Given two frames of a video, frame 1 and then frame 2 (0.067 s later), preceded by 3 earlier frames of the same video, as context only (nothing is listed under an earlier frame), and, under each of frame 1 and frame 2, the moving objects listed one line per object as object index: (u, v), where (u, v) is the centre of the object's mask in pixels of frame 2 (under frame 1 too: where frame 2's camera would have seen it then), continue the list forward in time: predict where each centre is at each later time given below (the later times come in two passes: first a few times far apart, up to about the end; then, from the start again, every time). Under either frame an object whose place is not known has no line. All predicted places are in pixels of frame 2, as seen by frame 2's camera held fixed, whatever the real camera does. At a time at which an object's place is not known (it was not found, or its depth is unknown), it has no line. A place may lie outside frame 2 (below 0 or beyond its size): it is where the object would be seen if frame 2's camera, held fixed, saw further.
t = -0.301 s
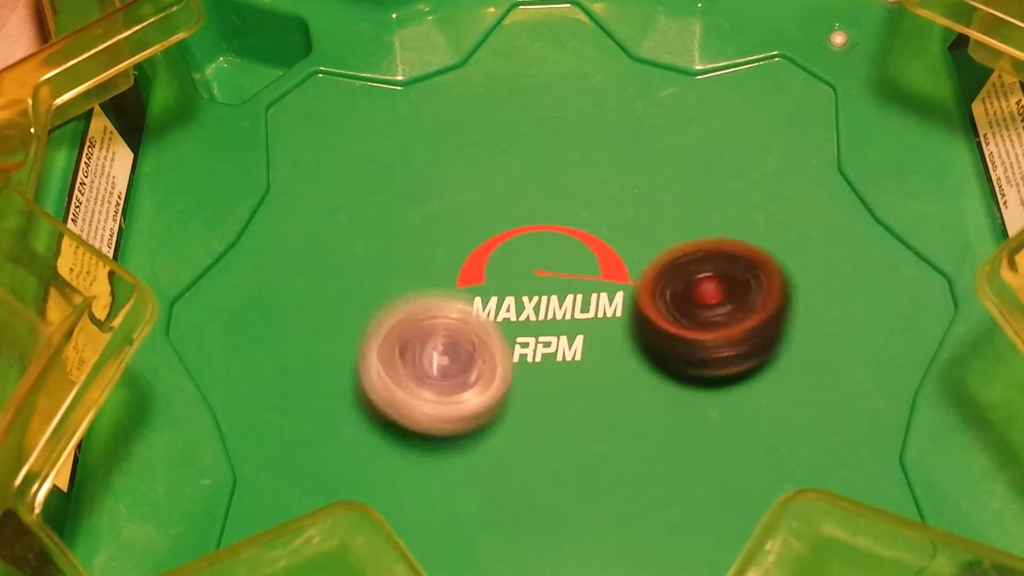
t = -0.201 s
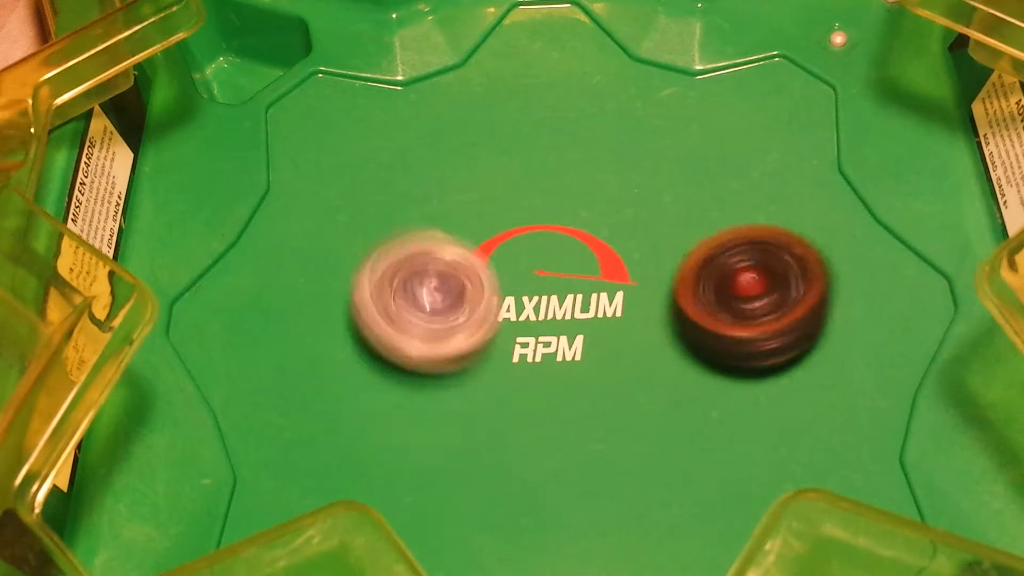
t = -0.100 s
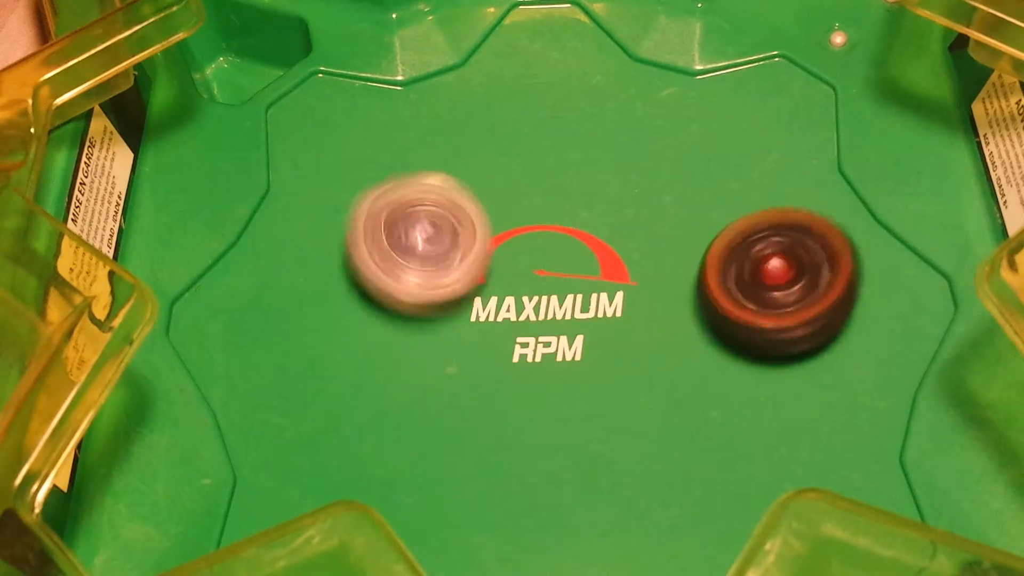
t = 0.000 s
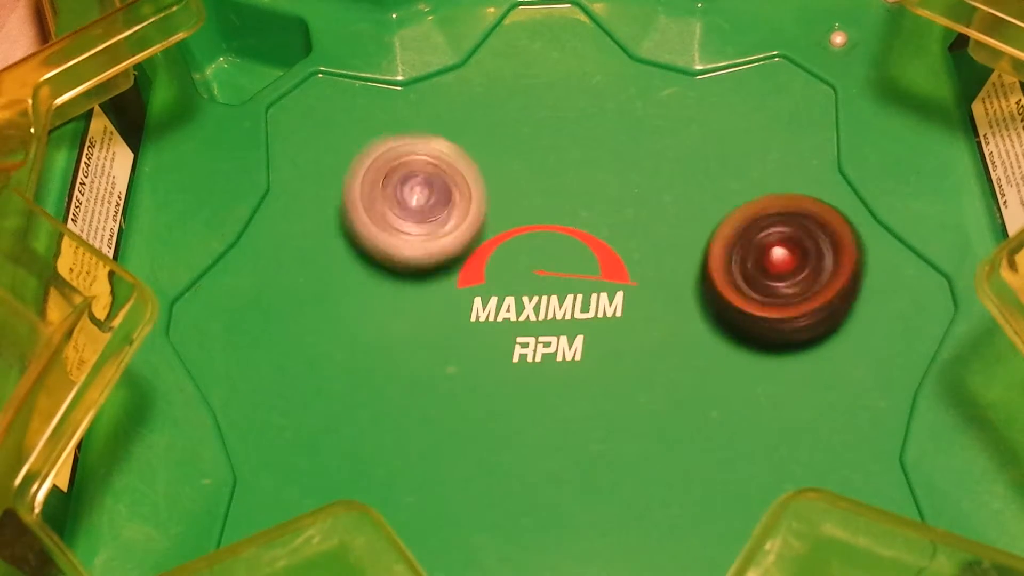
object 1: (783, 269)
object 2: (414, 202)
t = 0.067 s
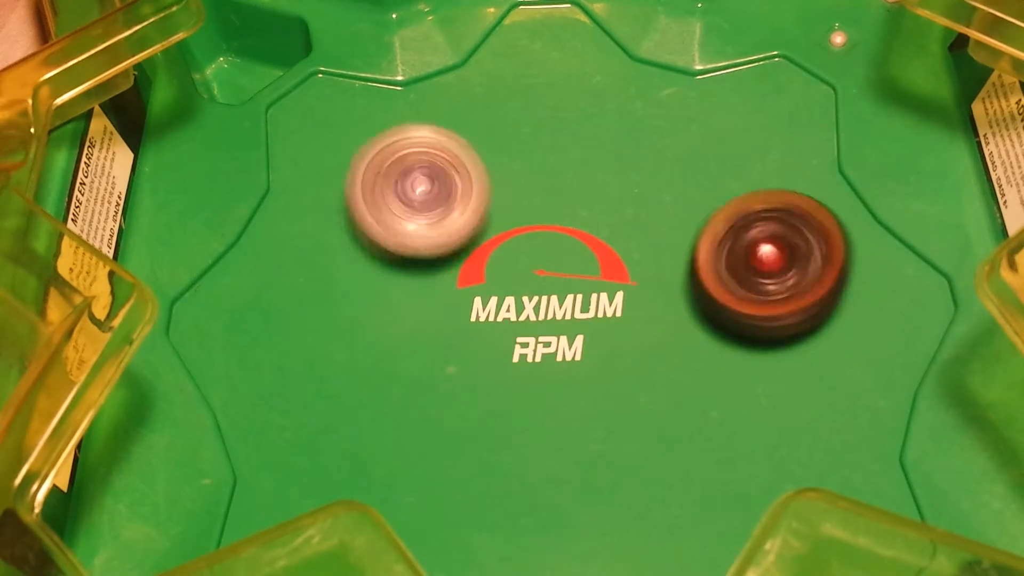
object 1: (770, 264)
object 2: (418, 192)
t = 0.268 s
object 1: (689, 269)
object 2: (497, 204)
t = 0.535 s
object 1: (656, 354)
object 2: (508, 235)
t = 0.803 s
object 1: (653, 457)
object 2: (515, 316)
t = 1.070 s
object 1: (654, 491)
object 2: (531, 355)
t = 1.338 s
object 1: (702, 492)
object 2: (460, 266)
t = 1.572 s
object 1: (661, 440)
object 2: (430, 252)
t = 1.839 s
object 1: (569, 395)
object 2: (500, 261)
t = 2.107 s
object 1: (581, 447)
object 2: (514, 210)
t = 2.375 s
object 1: (609, 431)
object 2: (549, 274)
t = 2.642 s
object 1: (618, 423)
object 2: (500, 236)
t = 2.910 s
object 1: (578, 400)
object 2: (499, 271)
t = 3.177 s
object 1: (575, 415)
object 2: (466, 269)
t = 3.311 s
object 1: (582, 401)
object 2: (482, 283)
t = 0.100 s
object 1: (759, 263)
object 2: (426, 191)
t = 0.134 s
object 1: (747, 263)
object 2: (434, 191)
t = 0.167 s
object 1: (735, 263)
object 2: (446, 196)
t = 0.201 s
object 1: (720, 264)
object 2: (460, 197)
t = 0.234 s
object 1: (706, 266)
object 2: (479, 202)
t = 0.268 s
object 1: (689, 269)
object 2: (497, 204)
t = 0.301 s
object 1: (673, 274)
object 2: (515, 211)
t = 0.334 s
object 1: (665, 279)
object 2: (525, 212)
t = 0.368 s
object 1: (662, 288)
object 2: (528, 215)
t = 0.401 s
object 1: (668, 302)
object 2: (522, 214)
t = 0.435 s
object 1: (667, 314)
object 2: (515, 215)
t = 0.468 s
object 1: (662, 327)
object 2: (510, 218)
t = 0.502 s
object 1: (659, 341)
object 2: (507, 226)
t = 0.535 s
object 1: (656, 354)
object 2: (508, 235)
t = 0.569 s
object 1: (651, 369)
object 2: (507, 246)
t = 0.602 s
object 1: (646, 383)
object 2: (512, 259)
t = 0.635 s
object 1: (641, 394)
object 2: (518, 274)
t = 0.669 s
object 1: (636, 406)
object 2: (527, 289)
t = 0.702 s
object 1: (640, 422)
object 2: (526, 299)
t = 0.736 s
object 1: (649, 437)
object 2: (522, 304)
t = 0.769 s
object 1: (651, 448)
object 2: (518, 309)
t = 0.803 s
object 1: (653, 457)
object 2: (515, 316)
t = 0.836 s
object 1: (656, 467)
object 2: (513, 321)
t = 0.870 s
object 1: (659, 477)
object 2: (514, 328)
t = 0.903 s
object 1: (661, 484)
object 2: (511, 333)
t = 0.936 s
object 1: (663, 490)
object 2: (512, 340)
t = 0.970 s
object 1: (663, 494)
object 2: (513, 343)
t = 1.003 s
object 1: (661, 494)
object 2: (518, 349)
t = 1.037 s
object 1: (658, 493)
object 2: (524, 351)
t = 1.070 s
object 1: (654, 491)
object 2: (531, 355)
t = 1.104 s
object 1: (648, 485)
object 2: (539, 356)
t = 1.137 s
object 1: (650, 481)
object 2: (543, 353)
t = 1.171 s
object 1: (673, 495)
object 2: (528, 335)
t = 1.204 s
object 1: (686, 499)
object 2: (514, 319)
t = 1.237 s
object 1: (690, 499)
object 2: (501, 302)
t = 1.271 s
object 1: (694, 498)
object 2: (487, 288)
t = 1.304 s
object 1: (700, 495)
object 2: (473, 276)
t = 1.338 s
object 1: (702, 492)
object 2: (460, 266)
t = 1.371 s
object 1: (703, 488)
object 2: (450, 258)
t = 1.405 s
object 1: (703, 482)
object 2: (443, 252)
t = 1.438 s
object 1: (699, 477)
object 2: (435, 248)
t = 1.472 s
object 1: (694, 470)
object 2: (431, 246)
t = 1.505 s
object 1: (685, 462)
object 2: (427, 249)
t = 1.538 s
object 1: (675, 451)
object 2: (426, 247)
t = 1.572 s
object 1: (661, 440)
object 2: (430, 252)
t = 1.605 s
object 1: (646, 430)
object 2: (436, 256)
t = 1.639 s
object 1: (629, 418)
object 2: (443, 260)
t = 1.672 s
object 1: (611, 405)
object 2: (451, 263)
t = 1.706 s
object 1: (595, 396)
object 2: (463, 269)
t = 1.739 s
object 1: (573, 384)
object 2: (475, 272)
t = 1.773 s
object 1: (574, 387)
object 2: (484, 270)
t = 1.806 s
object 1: (571, 390)
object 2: (490, 267)
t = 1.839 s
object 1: (569, 395)
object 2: (500, 261)
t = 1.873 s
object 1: (569, 406)
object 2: (505, 247)
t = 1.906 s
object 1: (569, 416)
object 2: (509, 235)
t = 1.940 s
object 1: (567, 424)
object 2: (513, 226)
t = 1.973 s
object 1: (568, 431)
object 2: (515, 216)
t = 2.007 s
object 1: (570, 436)
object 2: (516, 210)
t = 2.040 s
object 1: (573, 440)
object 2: (514, 207)
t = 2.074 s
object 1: (576, 444)
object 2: (512, 207)
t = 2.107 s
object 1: (581, 447)
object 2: (514, 210)
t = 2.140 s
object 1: (586, 448)
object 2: (520, 218)
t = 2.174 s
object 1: (591, 447)
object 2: (524, 224)
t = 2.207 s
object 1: (595, 444)
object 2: (528, 233)
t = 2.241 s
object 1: (597, 439)
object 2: (530, 241)
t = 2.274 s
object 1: (599, 434)
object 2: (538, 252)
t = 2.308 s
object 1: (599, 427)
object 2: (543, 265)
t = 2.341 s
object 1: (597, 421)
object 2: (547, 272)
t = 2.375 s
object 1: (609, 431)
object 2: (549, 274)
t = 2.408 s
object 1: (620, 440)
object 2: (547, 267)
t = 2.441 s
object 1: (626, 443)
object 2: (538, 260)
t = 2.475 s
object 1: (625, 442)
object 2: (532, 253)
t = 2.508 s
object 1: (625, 441)
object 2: (525, 247)
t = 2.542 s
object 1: (626, 438)
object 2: (519, 243)
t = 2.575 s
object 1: (625, 434)
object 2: (513, 240)
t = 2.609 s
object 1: (622, 428)
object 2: (506, 238)
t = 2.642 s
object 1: (618, 423)
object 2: (500, 236)
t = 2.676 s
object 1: (613, 419)
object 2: (496, 240)
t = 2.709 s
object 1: (607, 414)
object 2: (492, 244)
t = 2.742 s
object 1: (601, 410)
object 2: (491, 252)
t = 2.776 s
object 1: (592, 404)
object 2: (492, 260)
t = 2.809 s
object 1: (582, 398)
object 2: (494, 264)
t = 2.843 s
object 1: (575, 395)
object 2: (498, 272)
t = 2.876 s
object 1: (576, 397)
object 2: (497, 272)
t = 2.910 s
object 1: (578, 400)
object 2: (499, 271)
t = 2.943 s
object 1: (578, 404)
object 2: (489, 265)
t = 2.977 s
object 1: (574, 405)
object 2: (483, 261)
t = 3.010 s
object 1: (570, 410)
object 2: (477, 259)
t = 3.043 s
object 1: (572, 417)
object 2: (471, 260)
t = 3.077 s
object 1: (576, 417)
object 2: (466, 259)
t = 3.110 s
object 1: (574, 417)
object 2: (466, 262)
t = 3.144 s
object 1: (574, 417)
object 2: (465, 267)
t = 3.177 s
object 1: (575, 415)
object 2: (466, 269)
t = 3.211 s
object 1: (578, 411)
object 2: (474, 274)
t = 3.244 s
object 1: (577, 404)
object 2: (474, 280)
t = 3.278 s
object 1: (575, 401)
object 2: (478, 283)
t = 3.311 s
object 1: (582, 401)
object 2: (482, 283)
